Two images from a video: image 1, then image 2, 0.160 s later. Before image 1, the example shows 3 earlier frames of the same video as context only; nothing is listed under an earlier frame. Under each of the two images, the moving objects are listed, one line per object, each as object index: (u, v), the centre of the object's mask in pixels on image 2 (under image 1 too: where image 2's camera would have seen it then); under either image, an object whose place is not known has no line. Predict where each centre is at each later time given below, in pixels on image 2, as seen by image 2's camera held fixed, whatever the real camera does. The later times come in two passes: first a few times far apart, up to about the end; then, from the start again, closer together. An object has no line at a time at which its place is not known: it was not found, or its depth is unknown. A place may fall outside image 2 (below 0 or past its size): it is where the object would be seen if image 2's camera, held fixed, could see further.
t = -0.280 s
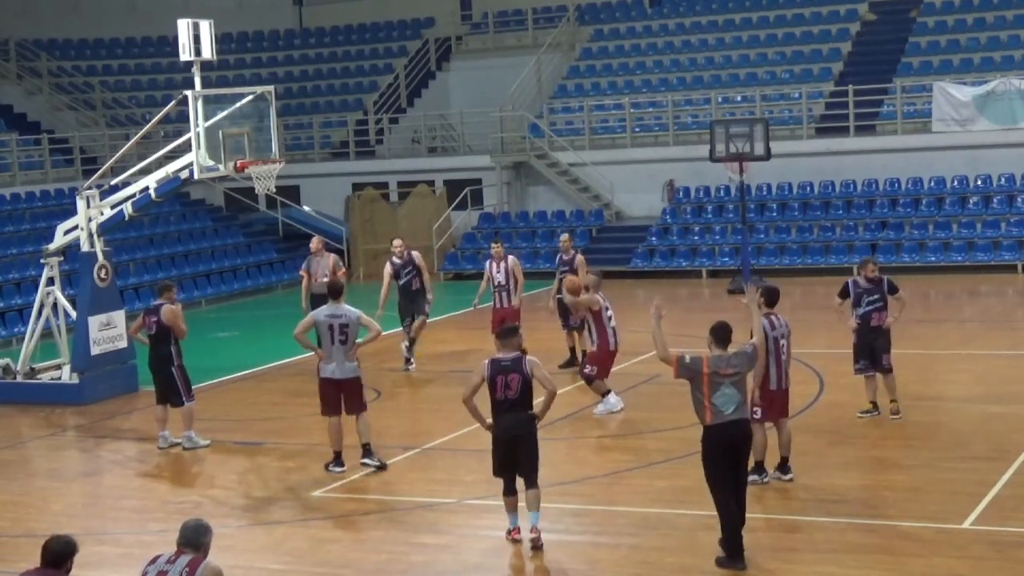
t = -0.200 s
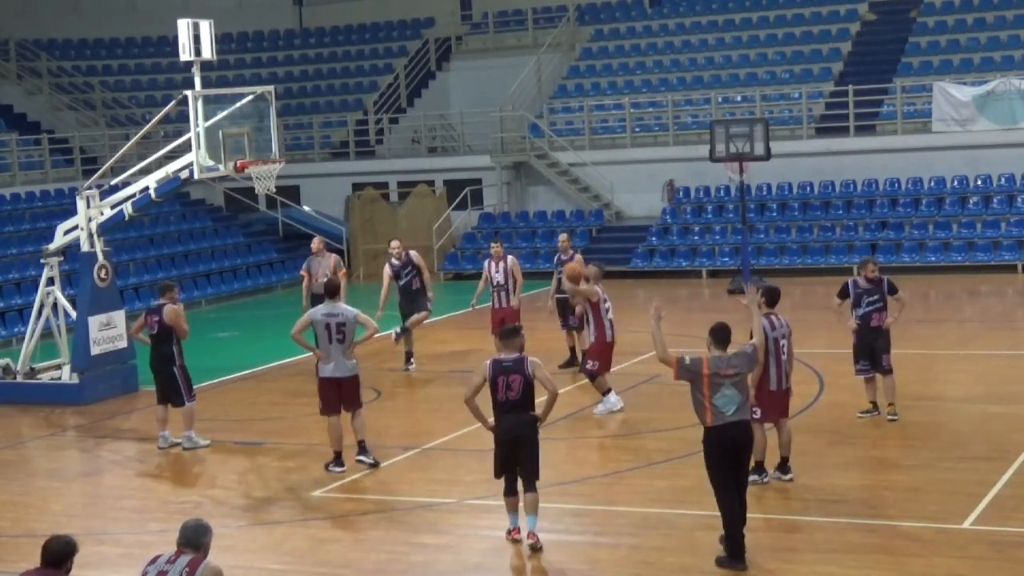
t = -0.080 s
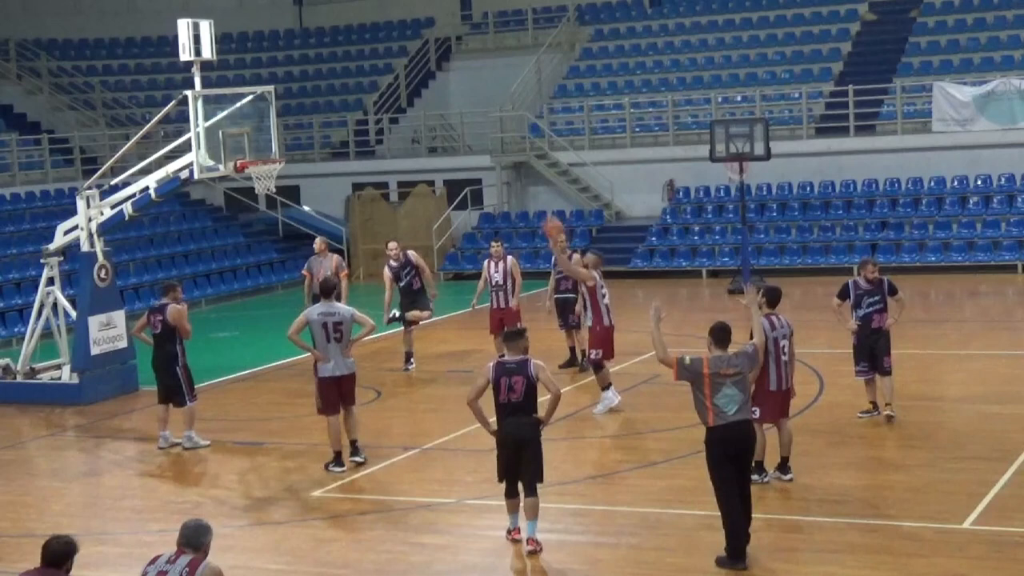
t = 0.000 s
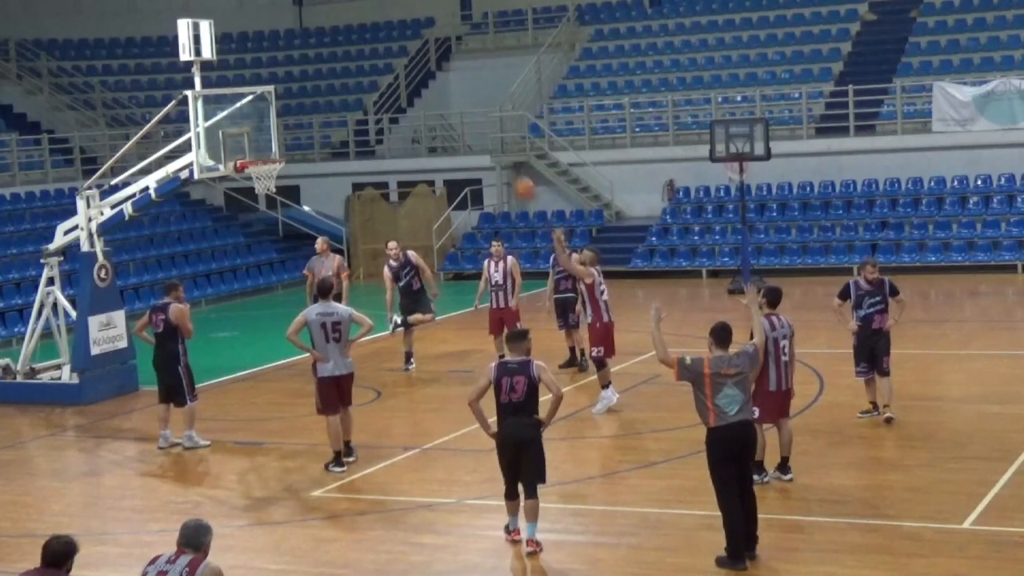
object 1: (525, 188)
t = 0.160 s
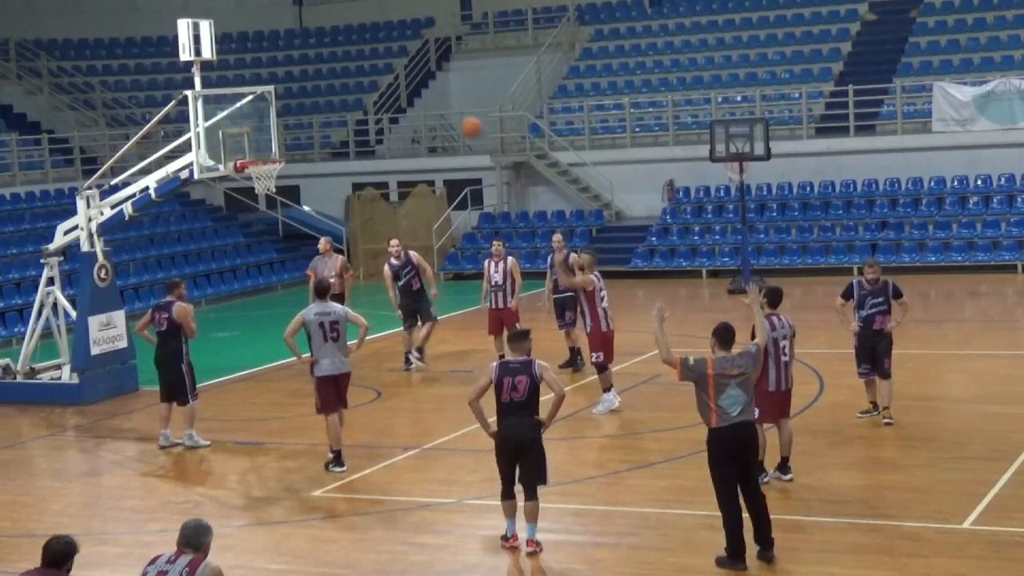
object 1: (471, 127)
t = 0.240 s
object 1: (445, 105)
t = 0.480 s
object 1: (374, 73)
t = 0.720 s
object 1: (309, 90)
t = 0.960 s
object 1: (250, 150)
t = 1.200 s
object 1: (264, 94)
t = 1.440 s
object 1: (285, 76)
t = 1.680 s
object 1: (309, 102)
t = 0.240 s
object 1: (445, 105)
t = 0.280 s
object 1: (433, 97)
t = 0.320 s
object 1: (421, 90)
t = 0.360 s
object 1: (409, 83)
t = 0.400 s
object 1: (397, 78)
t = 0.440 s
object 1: (386, 75)
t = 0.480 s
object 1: (374, 73)
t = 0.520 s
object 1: (362, 73)
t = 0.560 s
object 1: (351, 74)
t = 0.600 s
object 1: (340, 76)
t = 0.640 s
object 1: (329, 80)
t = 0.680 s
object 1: (318, 84)
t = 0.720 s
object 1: (309, 90)
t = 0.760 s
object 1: (298, 97)
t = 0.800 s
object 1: (288, 106)
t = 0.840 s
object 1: (279, 114)
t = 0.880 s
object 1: (269, 126)
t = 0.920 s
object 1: (259, 137)
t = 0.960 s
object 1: (250, 150)
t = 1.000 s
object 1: (250, 143)
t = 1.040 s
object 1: (253, 130)
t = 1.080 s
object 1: (256, 119)
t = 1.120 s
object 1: (259, 110)
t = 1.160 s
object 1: (261, 101)
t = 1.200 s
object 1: (264, 94)
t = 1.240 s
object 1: (268, 88)
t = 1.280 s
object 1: (271, 83)
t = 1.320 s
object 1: (275, 79)
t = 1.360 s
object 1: (278, 77)
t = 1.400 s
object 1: (281, 76)
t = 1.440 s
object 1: (285, 76)
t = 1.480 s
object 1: (289, 77)
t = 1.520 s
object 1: (292, 80)
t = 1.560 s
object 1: (296, 84)
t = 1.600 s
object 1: (300, 89)
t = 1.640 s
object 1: (304, 94)
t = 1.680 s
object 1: (309, 102)
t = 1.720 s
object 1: (312, 110)
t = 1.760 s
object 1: (316, 120)
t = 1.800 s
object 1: (321, 131)
